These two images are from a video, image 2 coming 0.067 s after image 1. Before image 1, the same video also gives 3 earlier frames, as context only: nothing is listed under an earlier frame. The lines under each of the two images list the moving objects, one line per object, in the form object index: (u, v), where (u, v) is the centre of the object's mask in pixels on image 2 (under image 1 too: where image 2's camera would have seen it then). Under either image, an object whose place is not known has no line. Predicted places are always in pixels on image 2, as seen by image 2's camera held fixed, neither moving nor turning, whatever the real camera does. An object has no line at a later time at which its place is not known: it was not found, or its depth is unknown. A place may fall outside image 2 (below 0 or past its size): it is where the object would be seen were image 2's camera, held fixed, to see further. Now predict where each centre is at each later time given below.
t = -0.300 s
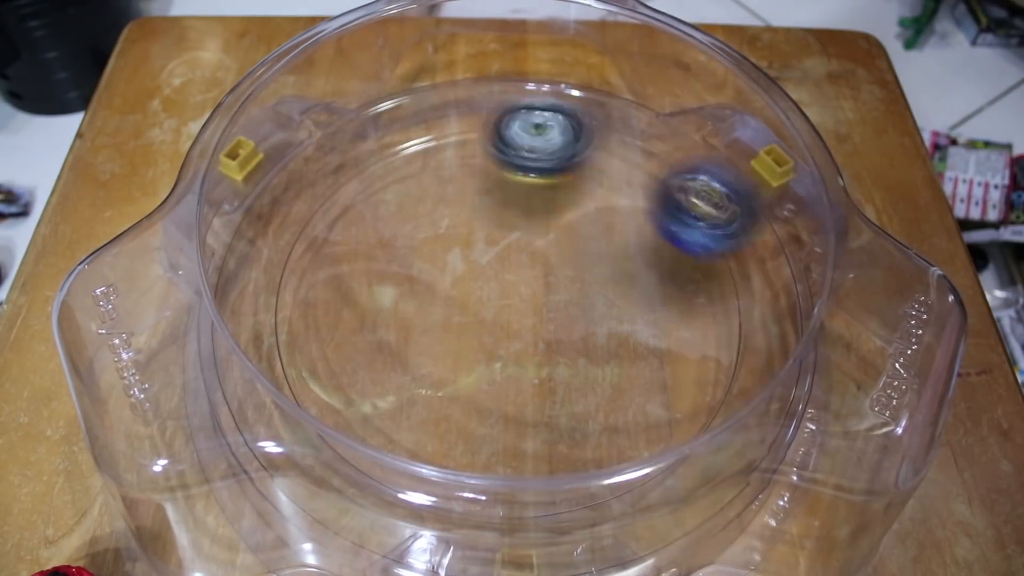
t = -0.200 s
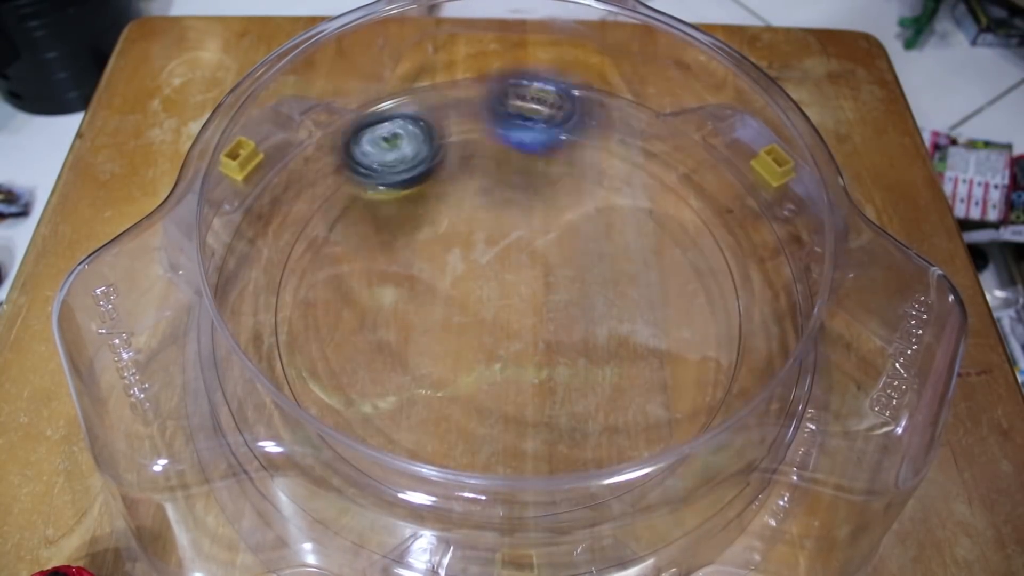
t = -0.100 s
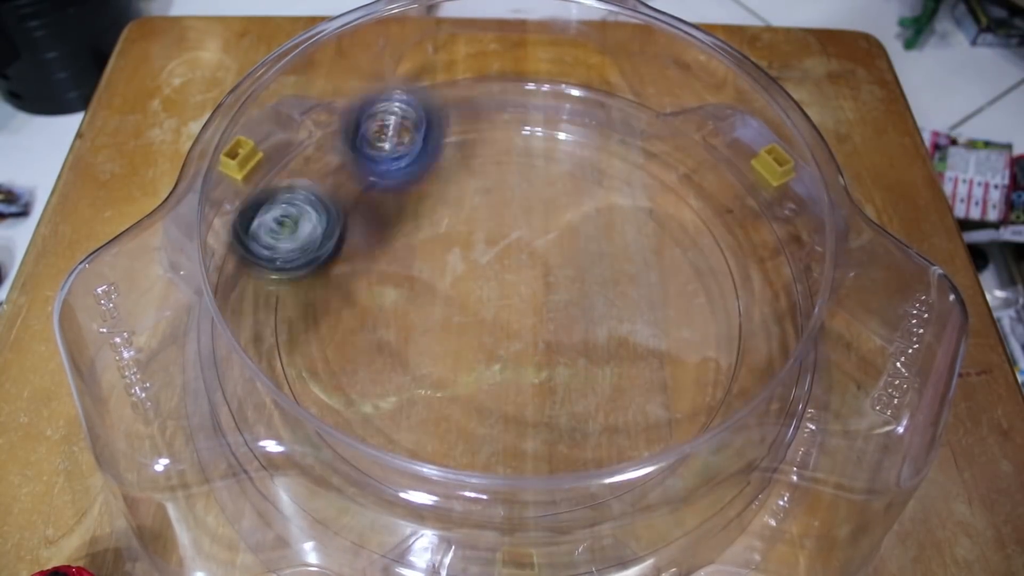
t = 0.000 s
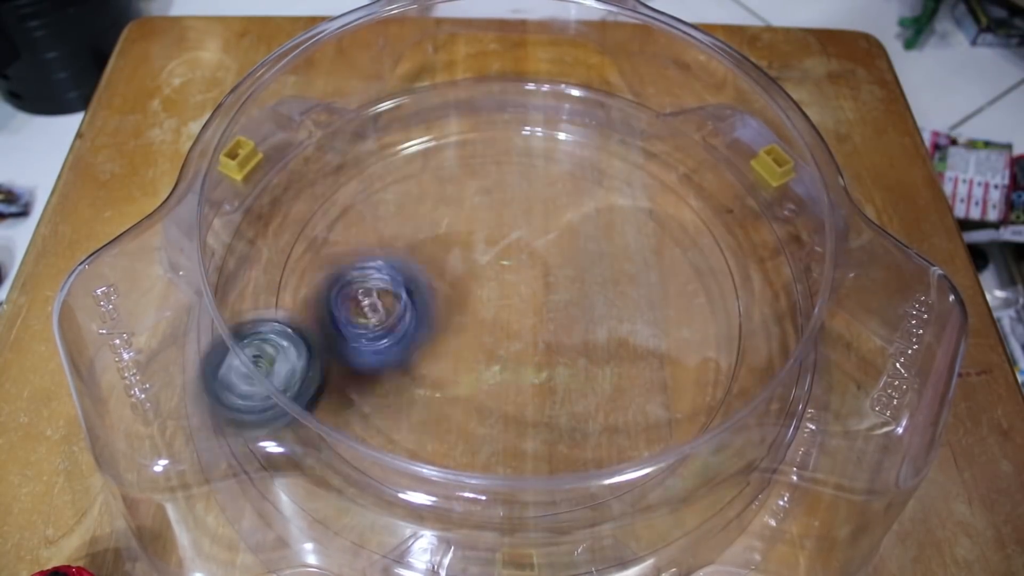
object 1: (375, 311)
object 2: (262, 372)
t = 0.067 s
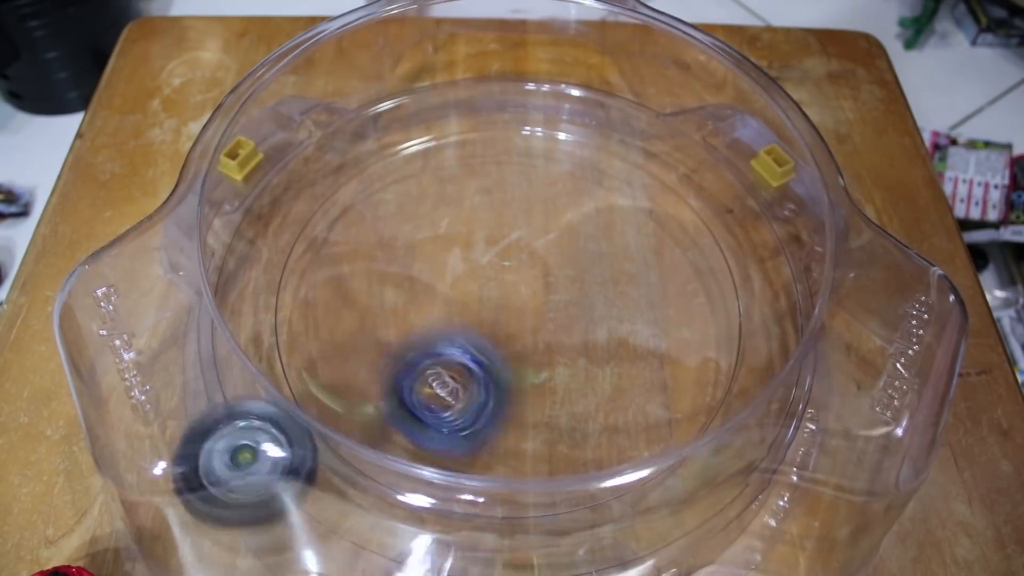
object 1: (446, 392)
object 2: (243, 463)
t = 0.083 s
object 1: (468, 409)
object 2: (246, 458)
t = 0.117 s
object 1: (517, 426)
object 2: (239, 429)
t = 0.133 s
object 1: (543, 431)
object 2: (235, 417)
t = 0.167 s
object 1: (603, 454)
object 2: (230, 394)
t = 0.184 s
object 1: (628, 454)
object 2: (227, 384)
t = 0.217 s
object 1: (671, 428)
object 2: (234, 363)
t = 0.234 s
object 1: (688, 415)
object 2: (240, 353)
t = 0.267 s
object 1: (706, 382)
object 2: (255, 337)
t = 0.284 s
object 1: (718, 365)
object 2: (264, 331)
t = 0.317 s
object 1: (736, 332)
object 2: (283, 319)
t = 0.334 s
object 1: (737, 310)
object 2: (289, 319)
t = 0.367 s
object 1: (731, 272)
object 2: (306, 313)
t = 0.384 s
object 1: (724, 249)
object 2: (315, 311)
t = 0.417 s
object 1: (704, 215)
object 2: (332, 307)
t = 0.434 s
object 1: (694, 198)
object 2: (340, 305)
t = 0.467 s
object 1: (668, 171)
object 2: (355, 302)
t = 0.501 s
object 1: (641, 151)
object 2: (368, 299)
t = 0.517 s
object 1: (627, 144)
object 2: (374, 298)
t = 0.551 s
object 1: (596, 131)
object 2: (389, 295)
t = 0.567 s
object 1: (582, 127)
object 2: (397, 293)
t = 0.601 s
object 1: (551, 123)
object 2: (412, 289)
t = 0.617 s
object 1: (533, 122)
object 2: (421, 286)
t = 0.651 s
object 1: (503, 128)
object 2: (438, 280)
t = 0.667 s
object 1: (487, 131)
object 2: (446, 277)
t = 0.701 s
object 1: (458, 140)
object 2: (464, 268)
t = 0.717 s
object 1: (442, 148)
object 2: (472, 262)
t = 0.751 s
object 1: (414, 165)
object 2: (486, 248)
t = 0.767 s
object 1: (401, 179)
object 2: (491, 241)
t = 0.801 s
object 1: (378, 199)
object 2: (500, 227)
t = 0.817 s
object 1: (368, 211)
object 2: (504, 219)
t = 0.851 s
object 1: (353, 239)
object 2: (507, 203)
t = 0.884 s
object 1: (344, 268)
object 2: (507, 188)
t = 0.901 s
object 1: (342, 283)
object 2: (506, 180)
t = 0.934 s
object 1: (342, 312)
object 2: (503, 165)
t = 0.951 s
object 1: (345, 327)
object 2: (500, 159)
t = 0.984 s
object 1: (351, 358)
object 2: (493, 147)
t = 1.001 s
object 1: (357, 370)
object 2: (490, 143)
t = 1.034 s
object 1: (376, 391)
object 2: (481, 136)
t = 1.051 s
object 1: (386, 401)
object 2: (476, 132)
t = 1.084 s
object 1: (409, 416)
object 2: (467, 129)
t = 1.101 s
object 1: (420, 436)
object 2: (462, 128)
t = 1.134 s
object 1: (452, 450)
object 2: (453, 129)
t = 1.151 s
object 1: (468, 455)
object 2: (449, 130)
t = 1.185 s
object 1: (502, 459)
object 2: (442, 135)
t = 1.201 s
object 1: (518, 458)
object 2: (439, 138)
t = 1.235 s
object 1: (548, 454)
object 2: (434, 147)
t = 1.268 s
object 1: (577, 433)
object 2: (431, 158)
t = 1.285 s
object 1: (590, 429)
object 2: (431, 164)
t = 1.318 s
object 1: (612, 418)
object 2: (433, 179)
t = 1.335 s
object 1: (622, 412)
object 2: (435, 186)
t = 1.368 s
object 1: (642, 398)
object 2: (442, 202)
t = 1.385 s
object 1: (650, 389)
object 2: (447, 210)
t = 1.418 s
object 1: (658, 366)
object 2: (460, 225)
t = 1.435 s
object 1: (661, 354)
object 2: (468, 233)
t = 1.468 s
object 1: (661, 332)
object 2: (488, 247)
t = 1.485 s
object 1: (660, 321)
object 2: (498, 253)
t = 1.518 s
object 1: (656, 296)
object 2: (521, 264)
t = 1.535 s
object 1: (652, 284)
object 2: (532, 268)
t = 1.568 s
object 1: (696, 275)
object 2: (501, 251)
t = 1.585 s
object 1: (727, 272)
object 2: (478, 241)
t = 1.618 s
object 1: (773, 263)
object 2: (435, 223)
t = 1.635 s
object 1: (776, 263)
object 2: (418, 215)
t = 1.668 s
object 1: (753, 273)
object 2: (386, 207)
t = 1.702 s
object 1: (725, 275)
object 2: (360, 207)
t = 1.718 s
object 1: (706, 280)
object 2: (349, 210)
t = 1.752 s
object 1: (672, 283)
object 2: (328, 221)
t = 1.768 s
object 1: (653, 282)
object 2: (319, 229)
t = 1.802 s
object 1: (613, 281)
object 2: (305, 244)
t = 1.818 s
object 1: (594, 277)
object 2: (300, 253)
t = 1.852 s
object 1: (554, 272)
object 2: (293, 270)
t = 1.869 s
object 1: (534, 270)
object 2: (290, 280)
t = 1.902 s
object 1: (501, 267)
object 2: (289, 299)
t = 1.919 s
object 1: (485, 265)
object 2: (291, 309)
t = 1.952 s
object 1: (459, 263)
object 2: (298, 327)
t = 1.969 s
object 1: (447, 263)
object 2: (303, 336)
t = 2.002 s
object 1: (428, 265)
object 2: (317, 351)
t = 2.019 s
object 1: (419, 267)
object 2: (325, 359)
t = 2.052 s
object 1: (406, 274)
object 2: (344, 372)
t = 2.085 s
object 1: (396, 281)
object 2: (367, 385)
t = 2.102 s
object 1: (391, 286)
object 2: (378, 390)
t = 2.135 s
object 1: (381, 297)
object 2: (406, 400)
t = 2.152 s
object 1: (378, 302)
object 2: (422, 405)
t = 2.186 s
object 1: (370, 313)
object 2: (456, 409)
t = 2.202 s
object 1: (367, 319)
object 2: (474, 409)
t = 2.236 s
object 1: (361, 333)
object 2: (510, 404)
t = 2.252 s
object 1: (360, 339)
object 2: (527, 399)
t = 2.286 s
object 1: (359, 353)
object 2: (559, 385)
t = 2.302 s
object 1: (360, 361)
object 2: (573, 378)
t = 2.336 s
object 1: (364, 374)
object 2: (599, 357)
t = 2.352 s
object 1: (367, 380)
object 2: (609, 346)
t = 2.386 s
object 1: (378, 392)
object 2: (628, 320)
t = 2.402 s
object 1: (386, 398)
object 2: (634, 307)
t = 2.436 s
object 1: (408, 406)
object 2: (644, 281)
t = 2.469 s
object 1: (435, 408)
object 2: (648, 252)
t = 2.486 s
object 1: (448, 408)
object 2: (648, 240)
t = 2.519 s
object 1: (477, 399)
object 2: (644, 212)
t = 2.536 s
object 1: (489, 392)
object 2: (640, 201)
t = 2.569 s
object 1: (509, 375)
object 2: (628, 175)
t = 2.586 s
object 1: (517, 366)
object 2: (621, 165)
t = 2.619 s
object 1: (533, 343)
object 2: (604, 146)
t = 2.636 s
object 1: (537, 334)
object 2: (594, 138)
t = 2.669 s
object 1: (544, 313)
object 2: (574, 125)
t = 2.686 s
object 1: (546, 303)
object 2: (564, 120)
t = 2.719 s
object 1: (547, 282)
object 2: (541, 112)
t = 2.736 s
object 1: (547, 272)
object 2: (528, 112)
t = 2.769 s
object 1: (544, 253)
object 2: (505, 112)
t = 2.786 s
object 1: (541, 245)
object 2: (495, 113)
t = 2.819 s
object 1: (533, 229)
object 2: (474, 117)
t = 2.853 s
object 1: (524, 213)
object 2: (454, 124)
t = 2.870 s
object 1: (517, 204)
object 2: (444, 129)
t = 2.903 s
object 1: (509, 198)
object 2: (422, 138)
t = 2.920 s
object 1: (505, 196)
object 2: (411, 144)
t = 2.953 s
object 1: (496, 192)
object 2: (391, 157)
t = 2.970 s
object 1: (490, 191)
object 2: (381, 166)
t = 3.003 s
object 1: (477, 196)
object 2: (366, 186)
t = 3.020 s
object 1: (473, 195)
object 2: (358, 196)
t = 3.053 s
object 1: (466, 204)
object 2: (344, 217)
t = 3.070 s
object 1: (464, 208)
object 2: (342, 228)
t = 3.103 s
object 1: (460, 217)
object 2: (340, 253)
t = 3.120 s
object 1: (458, 222)
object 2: (342, 264)
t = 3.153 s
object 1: (456, 230)
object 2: (348, 287)
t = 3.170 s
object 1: (457, 233)
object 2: (353, 299)
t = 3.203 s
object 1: (462, 240)
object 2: (366, 321)
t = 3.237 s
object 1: (474, 250)
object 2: (382, 343)
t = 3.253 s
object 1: (482, 255)
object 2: (390, 356)
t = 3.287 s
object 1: (503, 263)
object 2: (411, 378)
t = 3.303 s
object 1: (512, 266)
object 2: (422, 388)
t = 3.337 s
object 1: (533, 271)
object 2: (451, 405)
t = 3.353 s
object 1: (544, 274)
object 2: (469, 410)
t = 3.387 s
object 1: (562, 273)
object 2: (504, 418)
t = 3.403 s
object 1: (571, 271)
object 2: (523, 419)
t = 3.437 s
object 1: (586, 267)
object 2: (559, 417)
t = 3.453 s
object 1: (591, 264)
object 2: (577, 414)
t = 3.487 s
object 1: (601, 254)
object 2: (611, 404)
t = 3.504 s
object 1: (603, 248)
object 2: (626, 396)
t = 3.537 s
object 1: (604, 238)
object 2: (654, 379)
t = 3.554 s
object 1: (604, 232)
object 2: (666, 368)
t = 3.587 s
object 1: (598, 224)
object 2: (685, 346)
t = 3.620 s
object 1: (590, 217)
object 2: (697, 321)
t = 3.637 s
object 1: (587, 215)
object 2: (701, 309)
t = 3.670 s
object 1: (578, 214)
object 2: (706, 284)
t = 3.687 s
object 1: (573, 213)
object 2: (705, 271)
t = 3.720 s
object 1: (566, 213)
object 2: (701, 248)
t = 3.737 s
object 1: (563, 214)
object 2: (697, 238)
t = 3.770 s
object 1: (555, 217)
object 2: (685, 216)
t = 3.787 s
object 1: (553, 219)
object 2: (680, 207)
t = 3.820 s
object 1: (549, 223)
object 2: (662, 189)
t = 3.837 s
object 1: (548, 226)
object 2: (653, 182)
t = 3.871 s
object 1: (546, 233)
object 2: (632, 169)
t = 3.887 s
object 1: (544, 239)
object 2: (621, 163)
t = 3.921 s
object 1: (540, 253)
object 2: (597, 154)
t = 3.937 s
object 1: (538, 261)
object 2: (585, 151)
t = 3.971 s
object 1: (537, 275)
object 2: (556, 147)
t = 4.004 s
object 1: (539, 286)
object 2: (528, 147)
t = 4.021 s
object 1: (542, 293)
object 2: (514, 149)
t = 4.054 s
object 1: (549, 303)
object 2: (487, 154)
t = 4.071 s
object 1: (554, 309)
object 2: (474, 159)
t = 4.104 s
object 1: (562, 317)
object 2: (449, 170)
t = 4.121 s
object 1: (565, 319)
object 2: (437, 177)
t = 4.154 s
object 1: (570, 324)
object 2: (414, 192)
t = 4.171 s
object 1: (570, 326)
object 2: (404, 201)
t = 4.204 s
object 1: (571, 328)
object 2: (388, 221)
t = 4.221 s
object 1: (571, 328)
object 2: (382, 232)
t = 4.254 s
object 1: (569, 328)
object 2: (374, 255)
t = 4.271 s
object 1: (567, 326)
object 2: (373, 267)
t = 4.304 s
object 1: (564, 324)
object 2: (372, 290)
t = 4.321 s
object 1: (562, 323)
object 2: (373, 302)
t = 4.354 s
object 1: (558, 320)
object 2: (376, 325)
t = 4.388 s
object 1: (554, 317)
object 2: (382, 351)
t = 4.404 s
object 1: (552, 315)
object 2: (385, 363)
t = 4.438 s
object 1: (549, 313)
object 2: (398, 389)
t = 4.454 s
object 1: (547, 311)
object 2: (406, 399)
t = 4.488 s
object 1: (546, 308)
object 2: (430, 416)
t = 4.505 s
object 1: (545, 307)
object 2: (443, 421)
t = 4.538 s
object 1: (545, 305)
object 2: (473, 431)
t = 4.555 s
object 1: (546, 305)
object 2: (490, 434)
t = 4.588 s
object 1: (548, 305)
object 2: (522, 437)
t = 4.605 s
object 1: (550, 306)
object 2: (537, 437)
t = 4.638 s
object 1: (550, 309)
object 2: (571, 433)
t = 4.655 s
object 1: (548, 309)
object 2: (585, 430)
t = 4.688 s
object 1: (540, 312)
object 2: (615, 420)
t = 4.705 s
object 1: (535, 310)
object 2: (626, 414)
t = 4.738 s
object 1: (526, 310)
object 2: (651, 398)
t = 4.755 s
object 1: (523, 310)
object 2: (660, 390)
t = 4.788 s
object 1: (515, 310)
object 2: (673, 366)
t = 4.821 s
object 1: (509, 310)
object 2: (681, 342)
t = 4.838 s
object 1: (506, 310)
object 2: (682, 330)
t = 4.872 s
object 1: (502, 309)
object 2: (682, 309)
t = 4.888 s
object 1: (500, 308)
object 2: (680, 297)
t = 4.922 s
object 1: (498, 308)
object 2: (673, 272)
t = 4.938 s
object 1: (497, 307)
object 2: (668, 262)
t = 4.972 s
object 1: (496, 306)
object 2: (655, 242)
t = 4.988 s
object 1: (496, 305)
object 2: (647, 231)
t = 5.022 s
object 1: (496, 303)
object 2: (629, 214)
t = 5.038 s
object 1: (496, 303)
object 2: (618, 205)
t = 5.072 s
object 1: (497, 301)
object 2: (597, 192)
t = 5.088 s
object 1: (497, 300)
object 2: (586, 186)
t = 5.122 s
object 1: (499, 299)
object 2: (561, 176)
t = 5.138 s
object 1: (500, 299)
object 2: (549, 173)
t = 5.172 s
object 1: (501, 300)
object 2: (523, 167)
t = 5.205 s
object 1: (502, 301)
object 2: (496, 165)
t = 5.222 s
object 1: (502, 301)
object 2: (484, 165)
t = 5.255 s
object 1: (503, 302)
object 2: (457, 168)
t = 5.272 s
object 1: (502, 303)
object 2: (445, 169)
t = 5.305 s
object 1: (500, 304)
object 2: (421, 176)
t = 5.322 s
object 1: (498, 304)
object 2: (409, 181)
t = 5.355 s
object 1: (495, 304)
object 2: (387, 192)
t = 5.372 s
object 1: (492, 304)
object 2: (378, 199)
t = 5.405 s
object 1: (486, 302)
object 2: (363, 214)
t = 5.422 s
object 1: (483, 299)
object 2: (356, 223)
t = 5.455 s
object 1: (478, 293)
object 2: (348, 241)
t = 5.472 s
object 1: (477, 289)
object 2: (345, 250)
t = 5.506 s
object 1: (480, 282)
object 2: (344, 267)
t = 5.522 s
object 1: (484, 279)
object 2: (344, 276)
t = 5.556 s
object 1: (495, 273)
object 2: (347, 293)
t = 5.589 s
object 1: (505, 268)
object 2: (352, 310)
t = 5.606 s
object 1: (510, 265)
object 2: (356, 319)
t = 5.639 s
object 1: (519, 262)
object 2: (365, 336)
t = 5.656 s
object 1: (523, 259)
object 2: (370, 346)
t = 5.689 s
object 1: (531, 258)
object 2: (384, 363)
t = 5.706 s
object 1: (534, 257)
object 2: (391, 372)
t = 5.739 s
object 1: (541, 258)
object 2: (411, 389)
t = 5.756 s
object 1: (543, 259)
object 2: (423, 396)
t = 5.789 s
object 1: (546, 261)
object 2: (450, 406)
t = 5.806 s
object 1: (546, 263)
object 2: (466, 409)
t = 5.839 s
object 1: (546, 267)
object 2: (496, 413)
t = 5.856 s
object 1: (544, 269)
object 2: (512, 412)
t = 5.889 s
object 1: (537, 272)
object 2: (542, 409)
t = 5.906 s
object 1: (534, 274)
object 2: (557, 405)
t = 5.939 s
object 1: (525, 275)
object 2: (584, 395)
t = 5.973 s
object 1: (517, 272)
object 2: (608, 381)
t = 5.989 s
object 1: (514, 270)
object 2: (620, 372)
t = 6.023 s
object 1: (512, 267)
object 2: (638, 354)
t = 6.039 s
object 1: (513, 266)
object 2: (645, 343)
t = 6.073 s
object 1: (518, 266)
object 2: (657, 323)
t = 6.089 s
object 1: (522, 267)
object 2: (661, 312)
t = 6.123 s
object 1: (531, 266)
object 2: (666, 290)
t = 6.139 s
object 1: (536, 266)
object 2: (667, 279)
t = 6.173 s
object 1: (544, 266)
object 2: (666, 258)
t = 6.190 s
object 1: (548, 267)
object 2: (664, 248)
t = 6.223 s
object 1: (550, 268)
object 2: (659, 227)
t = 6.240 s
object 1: (546, 268)
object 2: (657, 219)
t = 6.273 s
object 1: (538, 271)
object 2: (653, 197)
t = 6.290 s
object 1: (535, 272)
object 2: (647, 187)
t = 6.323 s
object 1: (528, 274)
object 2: (636, 171)
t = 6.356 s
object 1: (524, 277)
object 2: (622, 157)
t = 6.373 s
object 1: (522, 278)
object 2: (615, 150)
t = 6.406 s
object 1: (522, 280)
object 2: (598, 141)
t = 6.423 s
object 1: (522, 280)
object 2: (589, 138)
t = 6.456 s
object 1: (523, 282)
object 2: (570, 133)
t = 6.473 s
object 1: (525, 282)
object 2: (562, 131)
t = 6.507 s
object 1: (529, 284)
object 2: (541, 131)
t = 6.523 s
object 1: (533, 286)
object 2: (530, 132)
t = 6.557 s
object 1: (539, 289)
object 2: (510, 135)
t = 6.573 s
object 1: (543, 291)
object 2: (499, 138)
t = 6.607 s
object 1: (551, 297)
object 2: (479, 146)
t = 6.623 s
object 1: (554, 300)
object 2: (470, 152)
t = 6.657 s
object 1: (557, 309)
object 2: (452, 165)
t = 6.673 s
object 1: (556, 313)
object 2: (445, 173)
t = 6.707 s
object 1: (552, 320)
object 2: (429, 191)
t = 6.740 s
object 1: (545, 327)
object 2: (418, 208)
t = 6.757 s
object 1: (539, 329)
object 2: (413, 219)
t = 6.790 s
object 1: (525, 331)
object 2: (408, 241)
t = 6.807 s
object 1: (517, 332)
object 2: (408, 251)
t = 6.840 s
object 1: (508, 335)
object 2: (408, 268)
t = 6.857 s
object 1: (517, 349)
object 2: (398, 262)
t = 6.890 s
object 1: (530, 377)
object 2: (378, 246)
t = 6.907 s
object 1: (538, 386)
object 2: (370, 238)
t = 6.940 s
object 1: (553, 403)
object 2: (359, 228)
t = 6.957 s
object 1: (562, 408)
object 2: (354, 225)
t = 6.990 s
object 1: (582, 415)
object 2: (346, 221)
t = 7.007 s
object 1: (591, 417)
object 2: (341, 220)
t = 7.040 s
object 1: (606, 417)
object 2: (332, 219)
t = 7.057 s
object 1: (613, 416)
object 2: (328, 219)
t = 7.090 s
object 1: (628, 413)
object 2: (320, 219)
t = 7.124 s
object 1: (640, 407)
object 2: (312, 221)
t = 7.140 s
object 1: (647, 405)
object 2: (309, 222)
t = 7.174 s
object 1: (657, 400)
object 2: (304, 225)
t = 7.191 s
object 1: (660, 395)
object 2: (303, 227)
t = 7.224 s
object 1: (666, 385)
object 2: (302, 230)
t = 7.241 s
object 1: (666, 379)
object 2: (303, 232)
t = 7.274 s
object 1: (663, 368)
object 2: (305, 237)
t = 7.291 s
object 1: (660, 362)
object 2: (307, 239)
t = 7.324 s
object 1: (651, 352)
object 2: (314, 245)
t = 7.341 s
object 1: (646, 347)
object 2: (318, 248)
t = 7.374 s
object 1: (634, 340)
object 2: (329, 253)
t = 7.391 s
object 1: (629, 336)
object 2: (336, 255)
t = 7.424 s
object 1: (618, 330)
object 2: (352, 260)
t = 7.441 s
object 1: (611, 327)
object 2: (360, 262)
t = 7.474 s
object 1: (600, 322)
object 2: (379, 267)
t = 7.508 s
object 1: (589, 317)
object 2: (399, 271)
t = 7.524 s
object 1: (583, 315)
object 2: (410, 273)
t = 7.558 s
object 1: (573, 311)
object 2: (433, 277)
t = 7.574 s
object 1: (567, 308)
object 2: (444, 278)
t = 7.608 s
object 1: (571, 310)
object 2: (458, 275)
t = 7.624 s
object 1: (584, 314)
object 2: (457, 268)
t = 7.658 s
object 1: (606, 321)
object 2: (461, 256)
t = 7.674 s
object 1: (614, 322)
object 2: (464, 251)
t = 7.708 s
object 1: (625, 325)
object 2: (473, 244)
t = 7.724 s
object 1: (628, 325)
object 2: (478, 241)
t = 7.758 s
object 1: (630, 324)
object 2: (488, 234)
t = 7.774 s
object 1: (630, 323)
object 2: (493, 231)
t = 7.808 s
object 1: (630, 319)
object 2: (502, 224)
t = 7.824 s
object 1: (631, 318)
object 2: (506, 220)
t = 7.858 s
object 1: (629, 314)
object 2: (514, 214)
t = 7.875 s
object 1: (629, 312)
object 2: (519, 211)
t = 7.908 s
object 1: (627, 308)
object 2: (526, 207)
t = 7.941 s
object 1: (626, 305)
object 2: (534, 202)
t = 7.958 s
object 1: (625, 303)
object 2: (537, 201)
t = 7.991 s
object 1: (622, 300)
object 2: (543, 198)
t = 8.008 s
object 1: (622, 299)
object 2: (546, 198)
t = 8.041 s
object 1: (618, 295)
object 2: (552, 196)
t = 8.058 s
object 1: (616, 294)
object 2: (554, 195)
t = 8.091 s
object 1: (613, 291)
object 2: (559, 194)
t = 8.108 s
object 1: (611, 289)
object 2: (561, 194)
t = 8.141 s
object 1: (607, 287)
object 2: (565, 195)
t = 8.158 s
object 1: (605, 287)
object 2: (567, 196)
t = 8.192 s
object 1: (600, 290)
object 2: (571, 194)
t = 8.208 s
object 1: (598, 294)
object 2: (572, 193)
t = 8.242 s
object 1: (593, 302)
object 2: (573, 192)
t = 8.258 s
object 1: (591, 306)
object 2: (574, 192)
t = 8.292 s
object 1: (586, 309)
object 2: (575, 194)
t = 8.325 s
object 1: (581, 310)
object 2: (577, 196)
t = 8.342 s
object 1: (578, 310)
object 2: (577, 198)
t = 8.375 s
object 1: (574, 310)
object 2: (577, 203)
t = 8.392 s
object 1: (571, 309)
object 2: (577, 205)
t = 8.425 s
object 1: (566, 309)
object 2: (576, 211)
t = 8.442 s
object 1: (563, 310)
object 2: (576, 213)
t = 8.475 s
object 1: (555, 312)
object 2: (577, 217)
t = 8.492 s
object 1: (551, 314)
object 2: (577, 219)
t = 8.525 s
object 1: (543, 317)
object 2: (576, 224)
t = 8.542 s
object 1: (539, 318)
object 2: (576, 226)
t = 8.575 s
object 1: (523, 326)
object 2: (578, 226)
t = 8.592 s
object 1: (515, 330)
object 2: (579, 227)
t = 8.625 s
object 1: (501, 334)
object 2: (578, 229)
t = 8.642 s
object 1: (493, 336)
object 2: (578, 231)
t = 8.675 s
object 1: (478, 339)
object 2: (577, 235)
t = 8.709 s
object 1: (464, 341)
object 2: (575, 239)
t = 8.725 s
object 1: (457, 342)
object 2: (574, 242)
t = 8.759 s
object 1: (445, 342)
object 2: (571, 247)
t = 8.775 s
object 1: (439, 343)
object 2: (569, 251)
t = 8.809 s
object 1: (426, 342)
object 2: (566, 258)
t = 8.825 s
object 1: (421, 342)
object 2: (563, 261)
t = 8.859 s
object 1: (413, 342)
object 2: (560, 269)
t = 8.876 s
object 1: (410, 341)
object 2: (557, 273)
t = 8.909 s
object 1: (406, 340)
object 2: (553, 281)
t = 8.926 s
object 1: (404, 340)
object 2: (551, 284)
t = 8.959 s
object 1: (406, 339)
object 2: (545, 293)
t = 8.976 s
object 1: (409, 339)
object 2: (543, 298)
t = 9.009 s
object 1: (412, 336)
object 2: (538, 306)
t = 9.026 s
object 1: (417, 337)
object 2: (535, 311)
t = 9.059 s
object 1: (412, 335)
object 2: (543, 317)
